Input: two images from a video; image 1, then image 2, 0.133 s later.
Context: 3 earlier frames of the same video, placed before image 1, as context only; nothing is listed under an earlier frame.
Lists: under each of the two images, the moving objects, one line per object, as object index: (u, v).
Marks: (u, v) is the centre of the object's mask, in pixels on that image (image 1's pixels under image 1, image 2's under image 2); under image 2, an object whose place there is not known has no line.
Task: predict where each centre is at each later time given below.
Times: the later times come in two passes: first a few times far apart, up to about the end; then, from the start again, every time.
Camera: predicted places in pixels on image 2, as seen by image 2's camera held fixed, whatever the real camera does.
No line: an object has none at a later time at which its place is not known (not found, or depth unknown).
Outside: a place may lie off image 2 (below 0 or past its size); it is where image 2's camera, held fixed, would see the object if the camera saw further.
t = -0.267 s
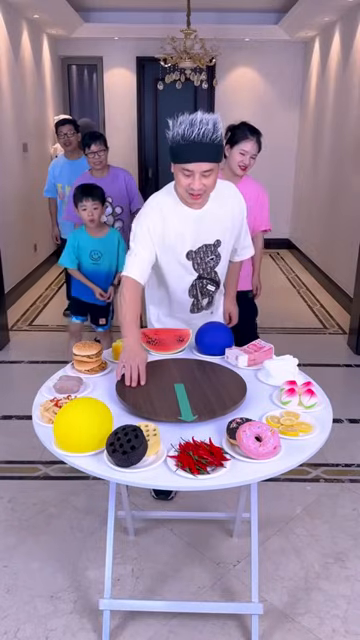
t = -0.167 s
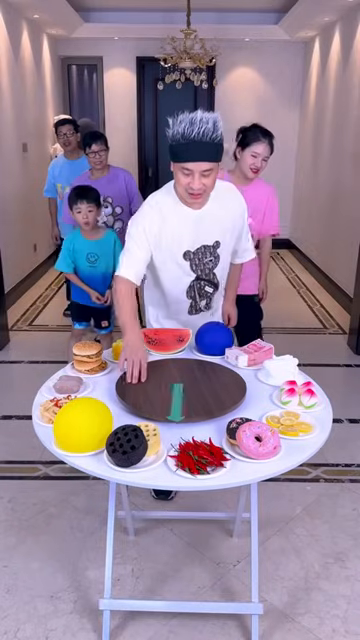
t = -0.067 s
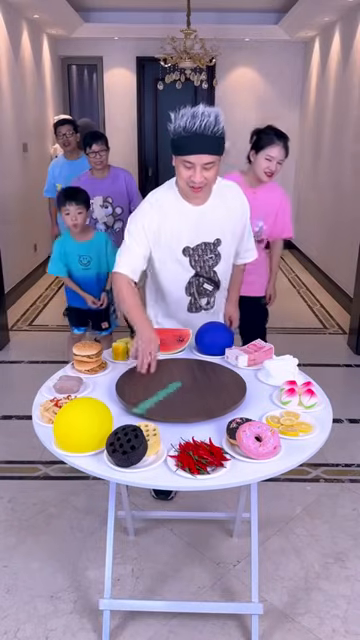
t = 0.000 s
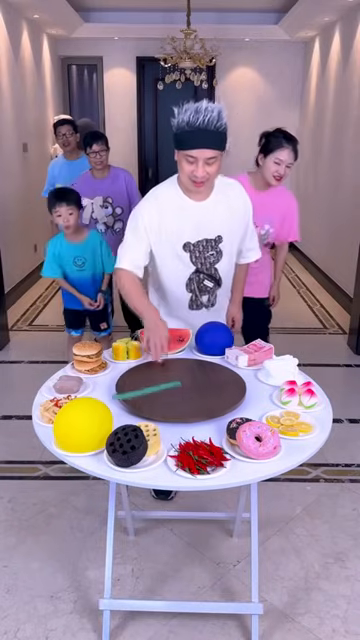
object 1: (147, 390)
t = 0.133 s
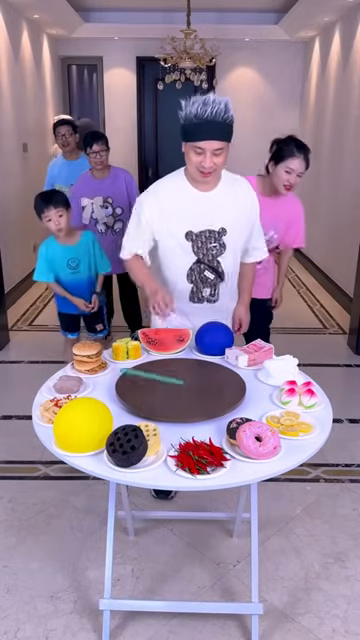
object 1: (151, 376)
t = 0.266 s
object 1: (177, 370)
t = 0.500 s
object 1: (215, 382)
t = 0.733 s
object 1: (154, 398)
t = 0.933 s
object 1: (166, 371)
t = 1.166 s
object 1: (215, 384)
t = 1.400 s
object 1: (164, 403)
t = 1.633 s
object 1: (154, 375)
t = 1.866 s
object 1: (198, 372)
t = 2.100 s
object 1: (214, 390)
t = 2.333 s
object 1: (181, 403)
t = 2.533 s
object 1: (152, 392)
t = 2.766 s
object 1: (147, 378)
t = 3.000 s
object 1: (164, 371)
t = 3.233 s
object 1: (182, 369)
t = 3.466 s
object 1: (192, 370)
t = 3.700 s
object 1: (195, 371)
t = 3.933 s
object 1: (195, 371)
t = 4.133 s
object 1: (195, 371)
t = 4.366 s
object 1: (195, 371)
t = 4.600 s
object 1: (195, 371)
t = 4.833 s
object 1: (195, 371)
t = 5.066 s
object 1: (195, 371)
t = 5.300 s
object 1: (195, 371)
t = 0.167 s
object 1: (156, 373)
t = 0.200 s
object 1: (164, 372)
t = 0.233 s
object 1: (171, 371)
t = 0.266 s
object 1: (177, 370)
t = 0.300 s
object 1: (184, 369)
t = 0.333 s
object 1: (191, 370)
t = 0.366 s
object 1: (198, 371)
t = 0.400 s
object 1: (203, 374)
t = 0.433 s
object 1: (209, 375)
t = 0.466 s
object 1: (212, 378)
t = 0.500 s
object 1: (215, 382)
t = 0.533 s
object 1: (219, 387)
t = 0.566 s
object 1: (215, 392)
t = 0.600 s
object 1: (208, 398)
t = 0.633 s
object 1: (196, 402)
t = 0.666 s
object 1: (181, 403)
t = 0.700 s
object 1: (167, 400)
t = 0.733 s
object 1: (154, 398)
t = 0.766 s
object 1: (149, 392)
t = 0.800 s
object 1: (147, 386)
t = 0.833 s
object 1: (144, 381)
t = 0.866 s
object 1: (150, 376)
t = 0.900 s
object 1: (159, 374)
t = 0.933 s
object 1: (166, 371)
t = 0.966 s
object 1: (176, 370)
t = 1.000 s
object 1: (186, 370)
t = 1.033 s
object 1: (195, 372)
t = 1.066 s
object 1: (201, 375)
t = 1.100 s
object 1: (210, 376)
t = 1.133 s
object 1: (212, 381)
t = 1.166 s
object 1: (215, 384)
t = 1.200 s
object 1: (217, 390)
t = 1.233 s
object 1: (214, 394)
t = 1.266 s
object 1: (208, 398)
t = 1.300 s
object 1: (200, 401)
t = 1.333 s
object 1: (188, 404)
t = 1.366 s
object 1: (175, 404)
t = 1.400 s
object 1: (164, 403)
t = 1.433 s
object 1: (155, 399)
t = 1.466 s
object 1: (152, 394)
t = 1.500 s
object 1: (147, 390)
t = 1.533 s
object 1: (147, 386)
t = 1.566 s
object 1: (145, 382)
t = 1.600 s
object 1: (150, 378)
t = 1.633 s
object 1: (154, 375)
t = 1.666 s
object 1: (161, 374)
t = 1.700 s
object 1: (165, 371)
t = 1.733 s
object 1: (172, 371)
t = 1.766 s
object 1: (179, 370)
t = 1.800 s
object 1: (185, 370)
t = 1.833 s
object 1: (191, 372)
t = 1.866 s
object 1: (198, 372)
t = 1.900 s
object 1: (203, 374)
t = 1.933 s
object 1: (206, 376)
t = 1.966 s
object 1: (212, 378)
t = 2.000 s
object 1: (214, 380)
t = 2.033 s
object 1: (216, 384)
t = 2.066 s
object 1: (217, 387)
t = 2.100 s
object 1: (214, 390)
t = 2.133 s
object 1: (211, 392)
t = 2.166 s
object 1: (210, 396)
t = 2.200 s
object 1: (207, 398)
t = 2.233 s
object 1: (201, 400)
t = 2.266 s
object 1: (195, 402)
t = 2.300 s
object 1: (188, 403)
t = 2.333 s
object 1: (181, 403)
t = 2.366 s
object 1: (174, 403)
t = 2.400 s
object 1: (167, 401)
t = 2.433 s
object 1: (160, 401)
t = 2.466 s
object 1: (155, 399)
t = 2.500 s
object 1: (152, 396)
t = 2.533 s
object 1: (152, 392)
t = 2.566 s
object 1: (148, 391)
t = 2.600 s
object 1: (147, 389)
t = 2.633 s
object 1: (147, 386)
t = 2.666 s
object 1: (146, 384)
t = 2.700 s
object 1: (146, 382)
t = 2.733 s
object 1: (146, 380)
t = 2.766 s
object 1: (147, 378)
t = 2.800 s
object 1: (149, 377)
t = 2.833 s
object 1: (151, 375)
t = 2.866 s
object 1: (154, 374)
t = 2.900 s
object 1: (155, 373)
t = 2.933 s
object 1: (159, 372)
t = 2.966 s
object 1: (162, 371)
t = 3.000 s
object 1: (164, 371)
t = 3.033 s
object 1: (168, 371)
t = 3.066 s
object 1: (170, 370)
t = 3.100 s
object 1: (173, 370)
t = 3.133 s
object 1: (175, 369)
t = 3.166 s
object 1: (178, 369)
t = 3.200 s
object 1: (180, 370)
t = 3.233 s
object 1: (182, 369)
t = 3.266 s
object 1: (184, 369)
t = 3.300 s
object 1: (185, 370)
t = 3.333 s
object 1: (187, 371)
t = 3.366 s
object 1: (189, 369)
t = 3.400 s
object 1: (190, 370)
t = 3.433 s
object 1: (190, 370)
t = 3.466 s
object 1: (192, 370)
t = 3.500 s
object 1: (193, 371)
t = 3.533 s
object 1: (193, 371)
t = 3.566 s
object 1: (194, 371)
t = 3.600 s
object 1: (194, 371)
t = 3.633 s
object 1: (195, 371)
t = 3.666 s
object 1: (195, 371)
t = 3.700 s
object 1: (195, 371)
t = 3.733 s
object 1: (195, 371)
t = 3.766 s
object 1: (195, 371)
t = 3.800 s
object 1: (195, 371)
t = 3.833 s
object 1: (195, 371)
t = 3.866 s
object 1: (195, 371)
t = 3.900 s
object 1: (195, 371)
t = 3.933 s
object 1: (195, 371)
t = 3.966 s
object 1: (195, 371)
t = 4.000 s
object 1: (195, 371)
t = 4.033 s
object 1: (195, 371)
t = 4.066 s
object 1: (195, 371)
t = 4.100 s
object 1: (195, 371)
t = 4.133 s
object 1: (195, 371)
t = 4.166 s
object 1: (195, 371)
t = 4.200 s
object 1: (195, 371)
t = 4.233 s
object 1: (195, 371)
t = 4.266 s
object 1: (195, 371)
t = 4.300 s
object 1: (195, 371)
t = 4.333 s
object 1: (195, 371)
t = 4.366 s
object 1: (195, 371)
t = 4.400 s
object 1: (195, 371)
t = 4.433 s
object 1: (195, 371)
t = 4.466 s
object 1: (195, 371)
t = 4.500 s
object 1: (195, 371)
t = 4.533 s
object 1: (195, 371)
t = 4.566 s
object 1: (195, 371)
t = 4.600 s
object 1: (195, 371)
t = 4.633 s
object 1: (195, 371)
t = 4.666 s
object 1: (195, 371)
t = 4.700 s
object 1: (195, 371)
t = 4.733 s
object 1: (195, 371)
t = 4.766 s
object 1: (195, 371)
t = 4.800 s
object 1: (195, 371)
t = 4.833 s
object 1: (195, 371)
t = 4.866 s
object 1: (195, 371)
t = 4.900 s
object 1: (195, 371)
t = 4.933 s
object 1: (195, 371)
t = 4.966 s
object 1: (195, 371)
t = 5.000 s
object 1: (195, 371)
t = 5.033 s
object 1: (195, 371)
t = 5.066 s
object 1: (195, 371)
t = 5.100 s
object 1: (195, 371)
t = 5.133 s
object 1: (195, 371)
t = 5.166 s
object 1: (195, 371)
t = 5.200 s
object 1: (195, 371)
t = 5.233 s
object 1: (195, 371)
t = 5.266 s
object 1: (195, 371)
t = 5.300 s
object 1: (195, 371)
